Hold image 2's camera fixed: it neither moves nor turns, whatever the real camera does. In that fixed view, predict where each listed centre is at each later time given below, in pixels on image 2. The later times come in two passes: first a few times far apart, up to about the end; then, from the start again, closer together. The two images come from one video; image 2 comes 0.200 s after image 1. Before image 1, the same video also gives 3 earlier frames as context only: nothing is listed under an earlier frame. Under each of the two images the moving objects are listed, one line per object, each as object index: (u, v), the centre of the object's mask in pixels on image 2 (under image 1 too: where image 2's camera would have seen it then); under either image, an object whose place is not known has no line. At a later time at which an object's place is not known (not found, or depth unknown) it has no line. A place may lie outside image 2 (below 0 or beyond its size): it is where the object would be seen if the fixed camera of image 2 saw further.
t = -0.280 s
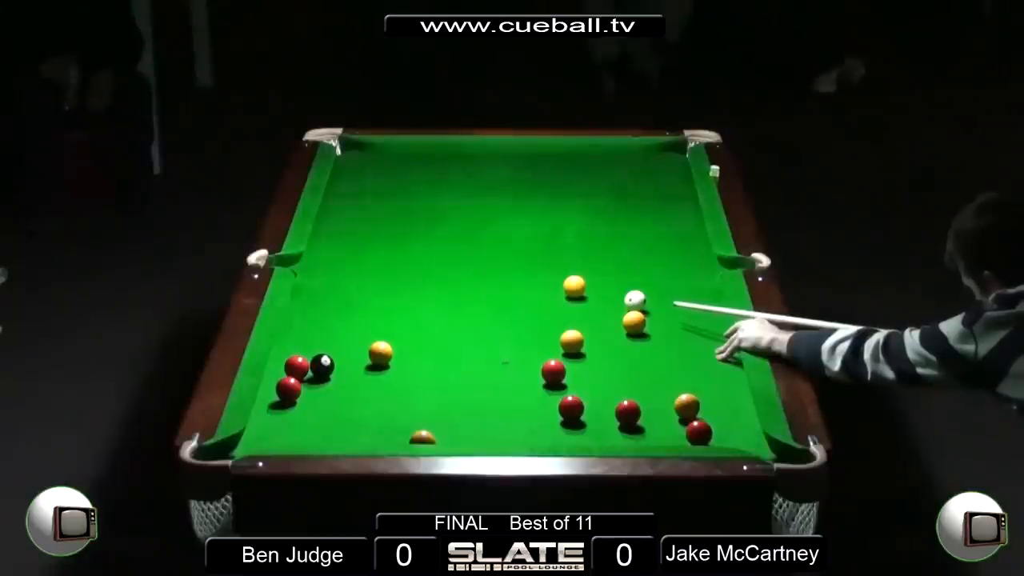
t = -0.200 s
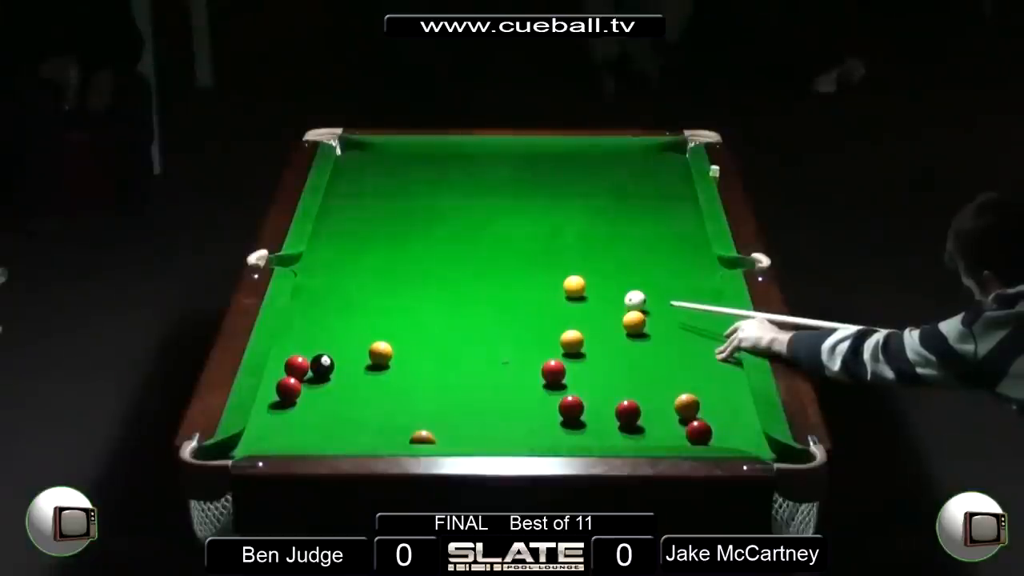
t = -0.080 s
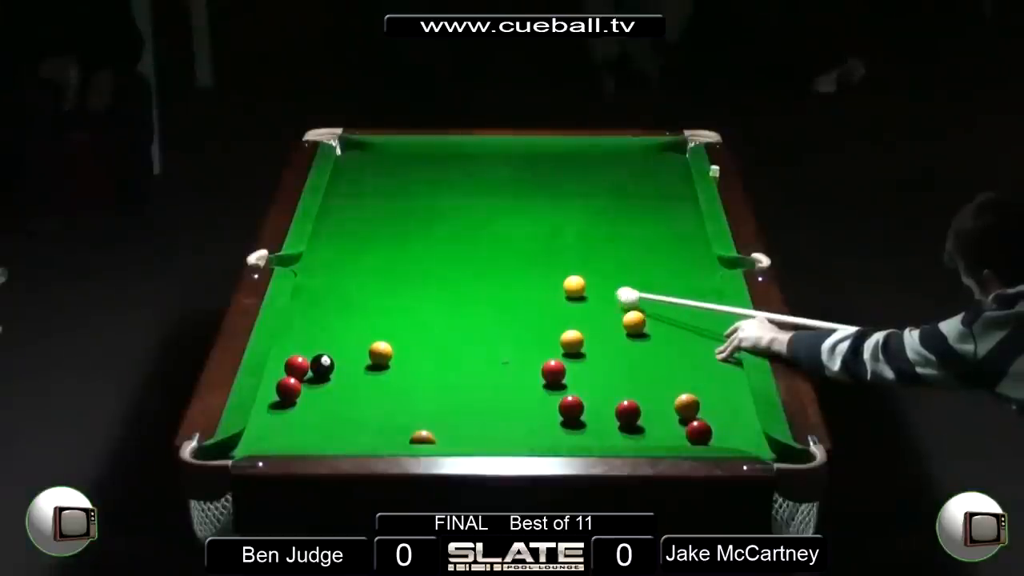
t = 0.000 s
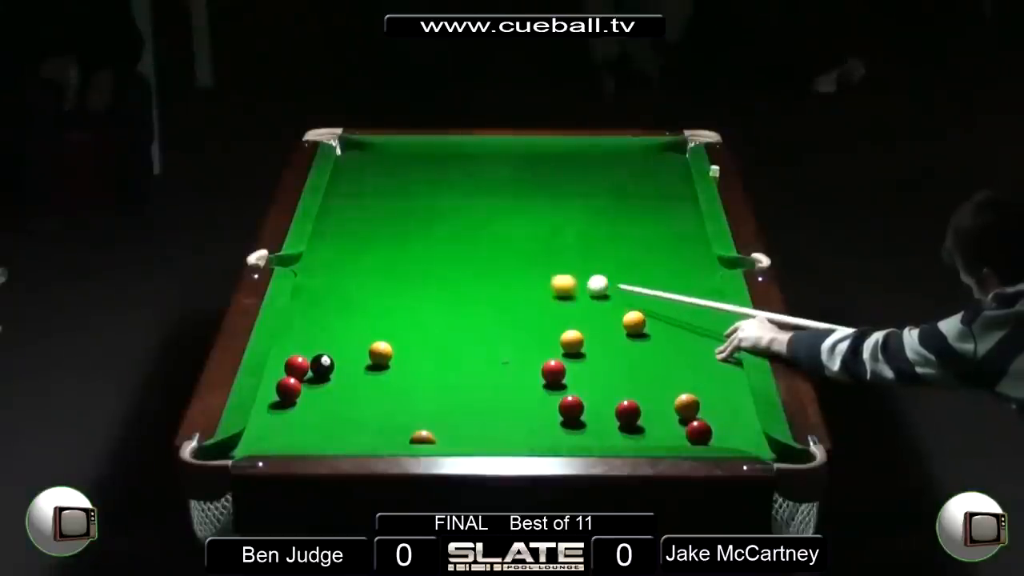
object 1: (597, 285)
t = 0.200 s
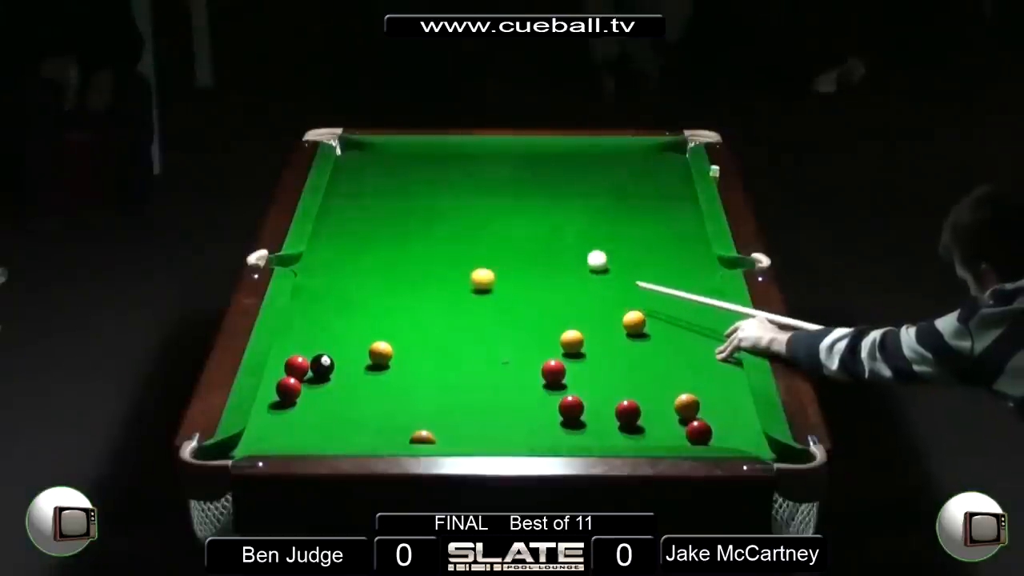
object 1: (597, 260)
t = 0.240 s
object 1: (594, 255)
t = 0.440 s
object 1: (584, 232)
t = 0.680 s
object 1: (573, 207)
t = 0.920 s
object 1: (562, 185)
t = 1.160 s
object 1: (552, 166)
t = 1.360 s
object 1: (544, 150)
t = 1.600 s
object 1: (540, 156)
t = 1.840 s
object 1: (538, 167)
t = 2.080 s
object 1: (535, 177)
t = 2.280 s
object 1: (534, 186)
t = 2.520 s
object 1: (531, 196)
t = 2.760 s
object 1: (529, 206)
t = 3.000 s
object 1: (527, 215)
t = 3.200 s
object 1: (525, 223)
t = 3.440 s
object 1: (523, 231)
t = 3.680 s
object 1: (521, 239)
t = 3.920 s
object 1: (519, 247)
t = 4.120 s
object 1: (517, 253)
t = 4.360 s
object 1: (516, 259)
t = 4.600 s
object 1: (516, 265)
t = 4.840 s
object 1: (516, 270)
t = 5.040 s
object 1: (516, 274)
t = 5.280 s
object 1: (516, 278)
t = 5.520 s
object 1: (516, 281)
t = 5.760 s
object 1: (517, 283)
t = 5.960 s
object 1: (517, 285)
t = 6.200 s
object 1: (518, 285)
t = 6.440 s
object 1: (518, 286)
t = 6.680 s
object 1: (518, 286)
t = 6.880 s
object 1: (518, 286)
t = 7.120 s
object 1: (518, 286)
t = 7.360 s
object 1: (518, 286)
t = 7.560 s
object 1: (518, 286)
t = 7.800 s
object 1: (518, 286)
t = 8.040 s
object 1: (518, 286)
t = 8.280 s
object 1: (518, 286)
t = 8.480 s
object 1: (518, 286)
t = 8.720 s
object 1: (518, 286)
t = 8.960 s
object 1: (518, 286)
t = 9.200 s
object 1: (518, 286)
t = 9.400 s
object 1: (518, 286)
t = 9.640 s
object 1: (518, 286)
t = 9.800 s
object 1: (518, 286)
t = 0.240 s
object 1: (594, 255)
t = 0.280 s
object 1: (592, 250)
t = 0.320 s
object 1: (591, 246)
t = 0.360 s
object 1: (589, 241)
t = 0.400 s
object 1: (586, 237)
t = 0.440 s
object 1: (584, 232)
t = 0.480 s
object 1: (583, 228)
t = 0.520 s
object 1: (581, 224)
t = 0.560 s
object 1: (579, 219)
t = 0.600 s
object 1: (577, 215)
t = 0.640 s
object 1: (575, 211)
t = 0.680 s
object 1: (573, 207)
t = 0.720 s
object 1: (571, 203)
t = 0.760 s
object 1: (569, 200)
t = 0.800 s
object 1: (567, 196)
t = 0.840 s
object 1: (566, 192)
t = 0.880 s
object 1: (564, 189)
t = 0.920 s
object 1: (562, 185)
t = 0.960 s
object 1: (560, 182)
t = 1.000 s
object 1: (559, 178)
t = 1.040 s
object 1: (557, 175)
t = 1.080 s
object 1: (555, 172)
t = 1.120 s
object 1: (554, 169)
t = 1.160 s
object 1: (552, 166)
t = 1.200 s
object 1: (550, 162)
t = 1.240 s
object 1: (549, 159)
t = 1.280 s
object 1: (547, 156)
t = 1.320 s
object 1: (546, 153)
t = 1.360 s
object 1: (544, 150)
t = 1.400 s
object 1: (543, 148)
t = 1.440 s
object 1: (542, 148)
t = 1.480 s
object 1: (541, 150)
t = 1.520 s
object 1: (541, 152)
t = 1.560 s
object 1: (541, 154)
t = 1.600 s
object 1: (540, 156)
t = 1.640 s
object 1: (540, 158)
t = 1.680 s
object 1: (539, 159)
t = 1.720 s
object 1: (539, 161)
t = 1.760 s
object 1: (538, 163)
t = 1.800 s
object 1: (538, 165)
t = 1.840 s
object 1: (538, 167)
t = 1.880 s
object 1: (537, 169)
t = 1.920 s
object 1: (537, 170)
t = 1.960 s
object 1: (536, 172)
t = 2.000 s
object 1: (536, 174)
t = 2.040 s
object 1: (536, 176)
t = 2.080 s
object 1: (535, 177)
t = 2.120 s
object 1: (535, 179)
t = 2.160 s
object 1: (534, 181)
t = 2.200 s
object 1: (534, 183)
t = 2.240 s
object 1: (534, 184)
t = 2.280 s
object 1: (534, 186)
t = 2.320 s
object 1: (533, 188)
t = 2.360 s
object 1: (533, 189)
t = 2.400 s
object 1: (533, 191)
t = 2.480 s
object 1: (532, 195)
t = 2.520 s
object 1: (531, 196)
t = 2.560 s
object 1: (531, 198)
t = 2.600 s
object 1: (530, 199)
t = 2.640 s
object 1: (530, 201)
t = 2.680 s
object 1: (530, 203)
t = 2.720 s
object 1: (529, 204)
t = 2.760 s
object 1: (529, 206)
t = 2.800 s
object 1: (529, 207)
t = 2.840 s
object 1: (528, 209)
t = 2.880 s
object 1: (528, 211)
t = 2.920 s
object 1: (528, 212)
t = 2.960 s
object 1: (527, 214)
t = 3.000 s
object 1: (527, 215)
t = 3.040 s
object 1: (526, 217)
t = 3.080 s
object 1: (526, 218)
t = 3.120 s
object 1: (526, 220)
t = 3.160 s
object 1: (525, 221)
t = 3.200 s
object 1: (525, 223)
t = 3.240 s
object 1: (525, 224)
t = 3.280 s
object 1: (524, 226)
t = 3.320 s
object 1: (524, 227)
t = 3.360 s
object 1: (523, 228)
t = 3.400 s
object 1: (523, 230)
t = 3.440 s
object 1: (523, 231)
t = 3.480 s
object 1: (522, 232)
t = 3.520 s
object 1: (522, 234)
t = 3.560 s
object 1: (522, 235)
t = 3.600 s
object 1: (521, 237)
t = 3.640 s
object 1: (521, 238)
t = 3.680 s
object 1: (521, 239)
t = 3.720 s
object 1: (520, 241)
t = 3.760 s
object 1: (520, 242)
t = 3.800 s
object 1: (519, 243)
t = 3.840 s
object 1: (519, 244)
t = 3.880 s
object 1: (519, 246)
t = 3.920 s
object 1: (519, 247)
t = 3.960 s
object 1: (518, 248)
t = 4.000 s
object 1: (518, 249)
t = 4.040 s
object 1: (518, 250)
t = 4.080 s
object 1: (518, 252)
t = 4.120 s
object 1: (517, 253)
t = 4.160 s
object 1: (517, 254)
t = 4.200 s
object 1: (517, 255)
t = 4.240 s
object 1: (517, 256)
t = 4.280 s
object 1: (517, 257)
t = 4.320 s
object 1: (517, 258)
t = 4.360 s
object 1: (516, 259)
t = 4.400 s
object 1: (516, 260)
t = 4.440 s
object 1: (516, 261)
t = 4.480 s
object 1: (516, 262)
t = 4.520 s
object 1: (516, 263)
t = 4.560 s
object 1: (516, 264)
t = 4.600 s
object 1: (516, 265)
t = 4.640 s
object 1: (516, 266)
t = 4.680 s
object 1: (516, 267)
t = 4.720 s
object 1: (516, 268)
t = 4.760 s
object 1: (516, 269)
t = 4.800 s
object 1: (516, 269)
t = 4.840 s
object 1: (516, 270)
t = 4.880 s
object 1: (516, 271)
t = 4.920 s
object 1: (516, 272)
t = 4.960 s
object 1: (516, 273)
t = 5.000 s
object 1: (516, 273)
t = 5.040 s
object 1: (516, 274)
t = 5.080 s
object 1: (516, 275)
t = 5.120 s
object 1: (516, 275)
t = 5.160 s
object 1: (516, 276)
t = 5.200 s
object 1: (516, 277)
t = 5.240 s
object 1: (516, 277)
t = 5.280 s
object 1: (516, 278)
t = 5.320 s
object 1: (516, 278)
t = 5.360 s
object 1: (516, 279)
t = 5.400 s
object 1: (516, 279)
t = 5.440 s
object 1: (516, 280)
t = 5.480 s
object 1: (516, 280)
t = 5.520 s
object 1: (516, 281)
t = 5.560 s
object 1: (517, 281)
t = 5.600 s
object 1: (517, 282)
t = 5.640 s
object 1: (517, 282)
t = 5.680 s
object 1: (517, 282)
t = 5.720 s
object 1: (517, 283)
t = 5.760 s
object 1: (517, 283)
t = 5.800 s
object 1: (517, 284)
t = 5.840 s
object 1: (517, 284)
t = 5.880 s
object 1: (517, 284)
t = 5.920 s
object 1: (517, 284)
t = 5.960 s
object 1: (517, 285)
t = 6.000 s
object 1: (517, 285)
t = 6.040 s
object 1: (517, 285)
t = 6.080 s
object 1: (517, 285)
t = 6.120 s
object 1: (518, 286)
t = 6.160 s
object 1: (518, 285)
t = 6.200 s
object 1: (518, 285)
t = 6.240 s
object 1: (518, 286)
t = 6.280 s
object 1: (518, 286)
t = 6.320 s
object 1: (518, 286)
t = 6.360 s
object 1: (518, 286)
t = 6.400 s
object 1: (518, 286)
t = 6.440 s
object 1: (518, 286)
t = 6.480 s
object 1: (518, 286)
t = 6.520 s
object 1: (518, 286)
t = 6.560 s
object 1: (518, 286)
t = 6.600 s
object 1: (518, 286)
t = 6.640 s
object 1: (518, 286)
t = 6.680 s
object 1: (518, 286)
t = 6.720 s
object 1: (518, 286)
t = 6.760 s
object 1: (518, 286)
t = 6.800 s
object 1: (518, 286)
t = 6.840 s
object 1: (518, 286)
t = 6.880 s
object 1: (518, 286)
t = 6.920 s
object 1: (518, 286)
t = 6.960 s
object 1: (518, 286)
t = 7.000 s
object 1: (518, 286)
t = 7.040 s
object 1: (518, 286)
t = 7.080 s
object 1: (518, 286)
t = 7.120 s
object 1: (518, 286)
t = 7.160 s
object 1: (518, 286)
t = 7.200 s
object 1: (518, 286)
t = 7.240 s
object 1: (518, 286)
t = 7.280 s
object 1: (518, 286)
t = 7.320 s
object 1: (518, 286)
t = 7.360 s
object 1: (518, 286)
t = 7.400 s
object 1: (518, 286)
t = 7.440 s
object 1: (518, 286)
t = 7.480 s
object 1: (518, 286)
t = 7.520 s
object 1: (518, 286)
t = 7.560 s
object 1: (518, 286)
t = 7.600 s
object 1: (518, 286)
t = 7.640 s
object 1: (518, 286)
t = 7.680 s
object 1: (518, 286)
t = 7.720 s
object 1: (518, 286)
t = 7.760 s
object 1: (518, 286)
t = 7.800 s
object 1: (518, 286)
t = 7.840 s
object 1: (518, 286)
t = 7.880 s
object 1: (518, 286)
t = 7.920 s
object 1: (518, 286)
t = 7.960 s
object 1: (518, 286)
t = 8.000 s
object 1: (518, 286)
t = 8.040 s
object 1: (518, 286)
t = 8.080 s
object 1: (518, 286)
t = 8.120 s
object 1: (518, 286)
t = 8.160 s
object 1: (518, 286)
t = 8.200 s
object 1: (518, 286)
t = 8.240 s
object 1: (518, 286)
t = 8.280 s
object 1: (518, 286)
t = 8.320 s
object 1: (518, 286)
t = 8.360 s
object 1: (518, 286)
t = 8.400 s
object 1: (518, 286)
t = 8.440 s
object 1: (518, 286)
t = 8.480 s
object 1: (518, 286)
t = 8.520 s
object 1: (518, 286)
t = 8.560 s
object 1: (518, 286)
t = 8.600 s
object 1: (518, 286)
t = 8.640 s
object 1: (518, 286)
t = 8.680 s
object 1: (518, 286)
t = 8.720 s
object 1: (518, 286)
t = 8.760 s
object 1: (518, 286)
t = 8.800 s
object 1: (518, 286)
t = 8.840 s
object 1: (518, 286)
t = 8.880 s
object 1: (518, 286)
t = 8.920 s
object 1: (518, 286)
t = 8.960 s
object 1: (518, 286)
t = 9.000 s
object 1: (518, 286)
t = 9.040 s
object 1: (518, 286)
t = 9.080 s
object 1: (518, 286)
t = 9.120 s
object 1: (518, 286)
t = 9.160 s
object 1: (518, 286)
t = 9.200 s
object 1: (518, 286)
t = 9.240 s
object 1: (518, 286)
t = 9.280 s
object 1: (518, 286)
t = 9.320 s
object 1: (518, 286)
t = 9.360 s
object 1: (518, 286)
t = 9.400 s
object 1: (518, 286)
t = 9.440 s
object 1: (518, 286)
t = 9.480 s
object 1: (518, 286)
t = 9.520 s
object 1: (518, 286)
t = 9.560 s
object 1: (518, 286)
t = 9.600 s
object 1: (518, 286)
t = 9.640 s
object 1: (518, 286)
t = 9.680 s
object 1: (518, 286)
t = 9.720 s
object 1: (518, 286)
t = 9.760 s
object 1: (518, 286)
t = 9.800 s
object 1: (518, 286)
